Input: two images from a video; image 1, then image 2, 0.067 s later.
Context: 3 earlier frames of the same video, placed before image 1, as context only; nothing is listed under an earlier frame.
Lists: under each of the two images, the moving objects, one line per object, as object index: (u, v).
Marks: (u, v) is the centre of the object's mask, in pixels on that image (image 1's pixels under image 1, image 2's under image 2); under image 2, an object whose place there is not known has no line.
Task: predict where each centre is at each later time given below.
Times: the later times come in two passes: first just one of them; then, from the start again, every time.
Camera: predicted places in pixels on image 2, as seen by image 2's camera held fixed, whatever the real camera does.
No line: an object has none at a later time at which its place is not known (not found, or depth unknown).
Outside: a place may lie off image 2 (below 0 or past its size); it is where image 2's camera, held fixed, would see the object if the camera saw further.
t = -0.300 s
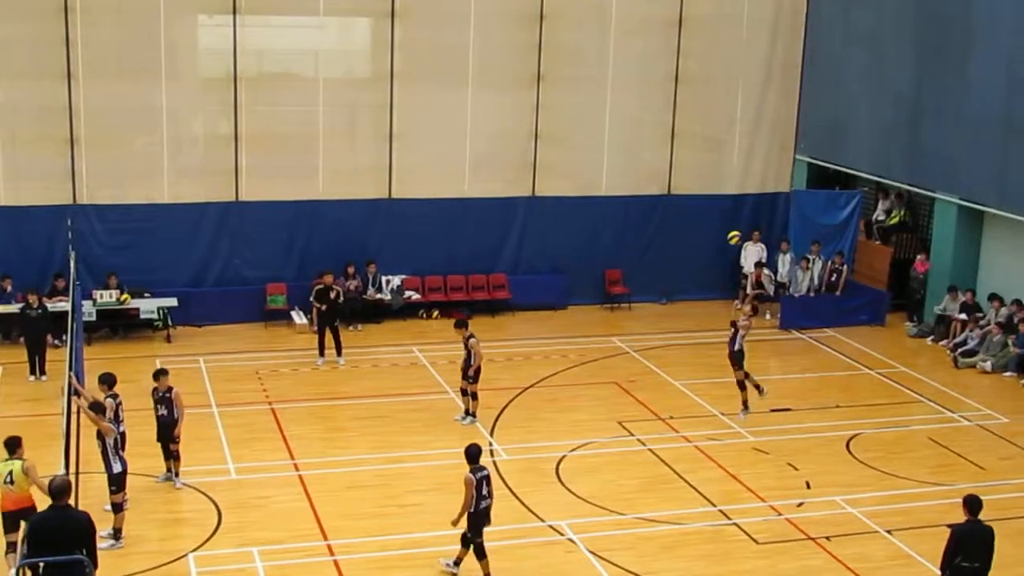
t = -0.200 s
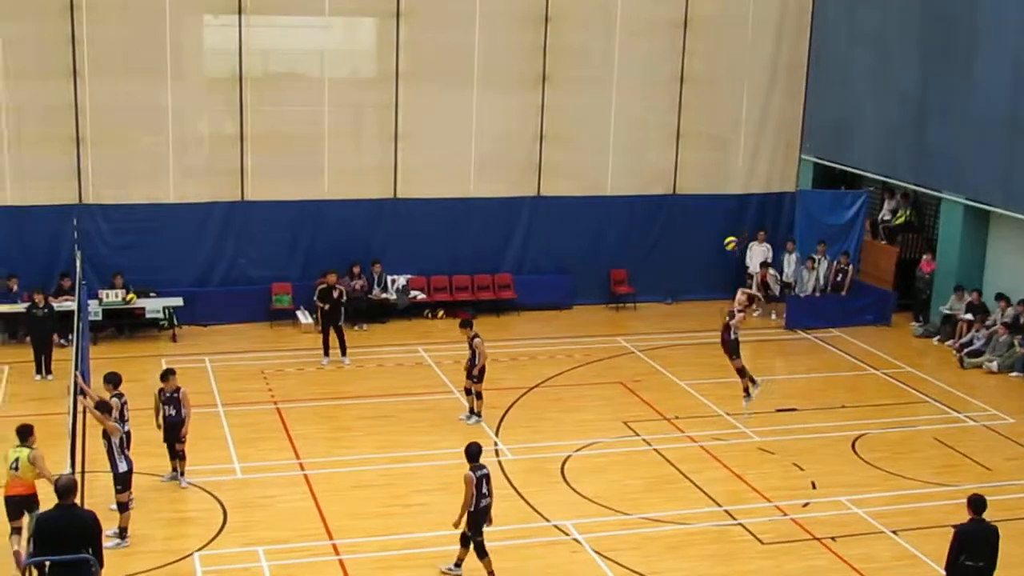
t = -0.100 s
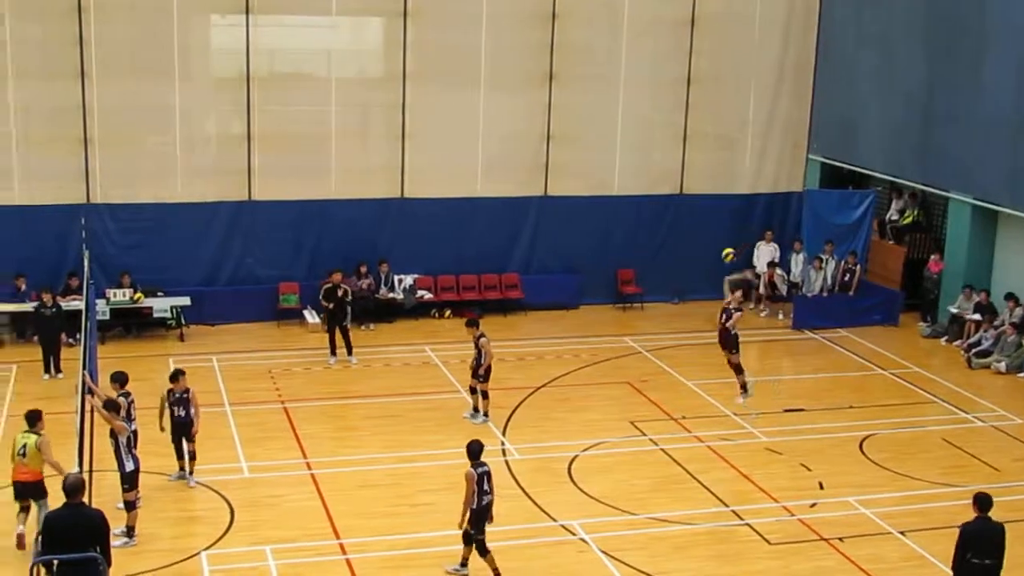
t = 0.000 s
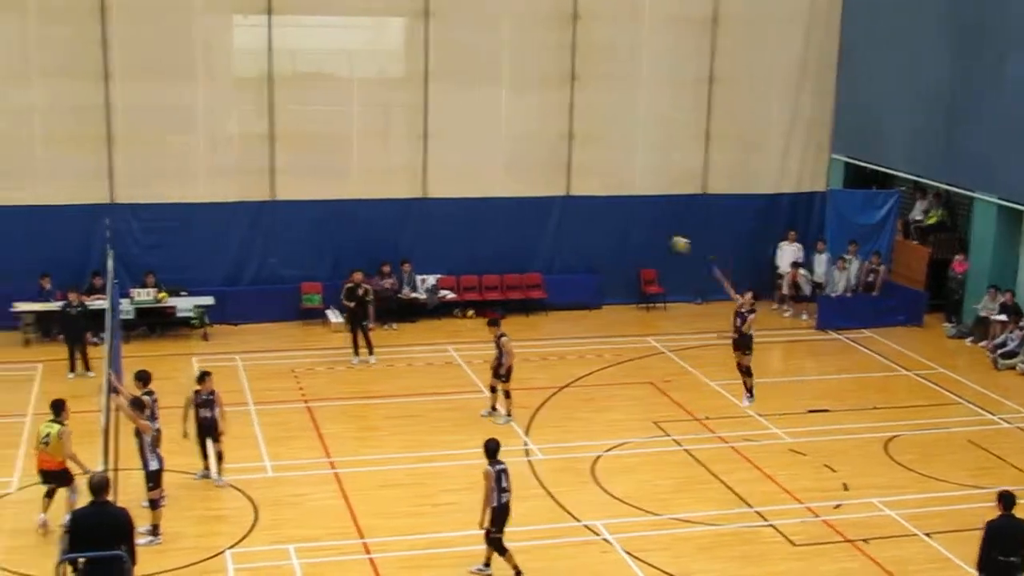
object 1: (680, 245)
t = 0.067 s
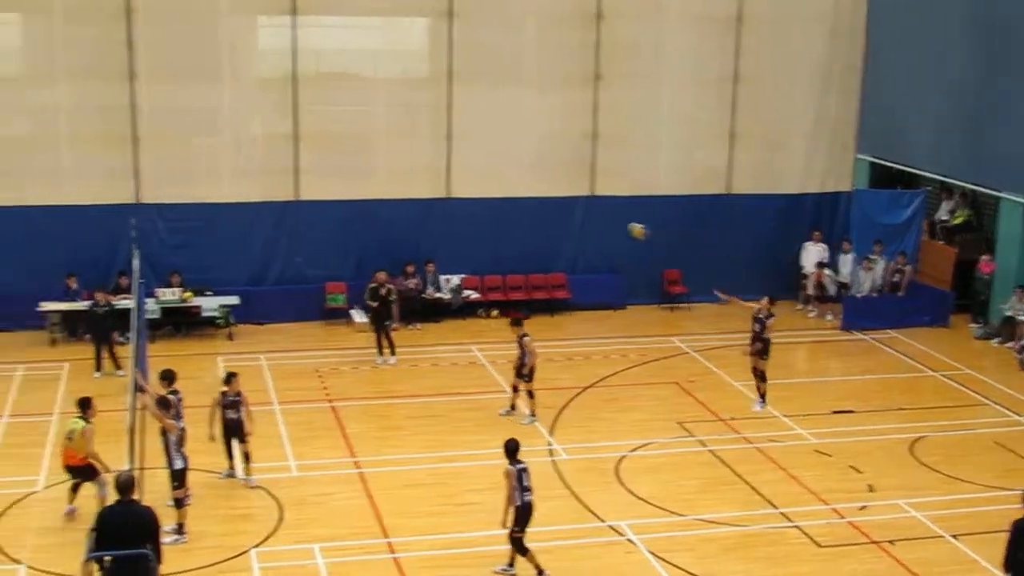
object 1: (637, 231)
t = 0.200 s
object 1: (500, 209)
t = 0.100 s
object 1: (603, 224)
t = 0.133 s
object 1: (569, 219)
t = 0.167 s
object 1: (535, 213)
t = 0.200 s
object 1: (500, 209)
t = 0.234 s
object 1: (465, 204)
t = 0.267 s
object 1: (429, 202)
